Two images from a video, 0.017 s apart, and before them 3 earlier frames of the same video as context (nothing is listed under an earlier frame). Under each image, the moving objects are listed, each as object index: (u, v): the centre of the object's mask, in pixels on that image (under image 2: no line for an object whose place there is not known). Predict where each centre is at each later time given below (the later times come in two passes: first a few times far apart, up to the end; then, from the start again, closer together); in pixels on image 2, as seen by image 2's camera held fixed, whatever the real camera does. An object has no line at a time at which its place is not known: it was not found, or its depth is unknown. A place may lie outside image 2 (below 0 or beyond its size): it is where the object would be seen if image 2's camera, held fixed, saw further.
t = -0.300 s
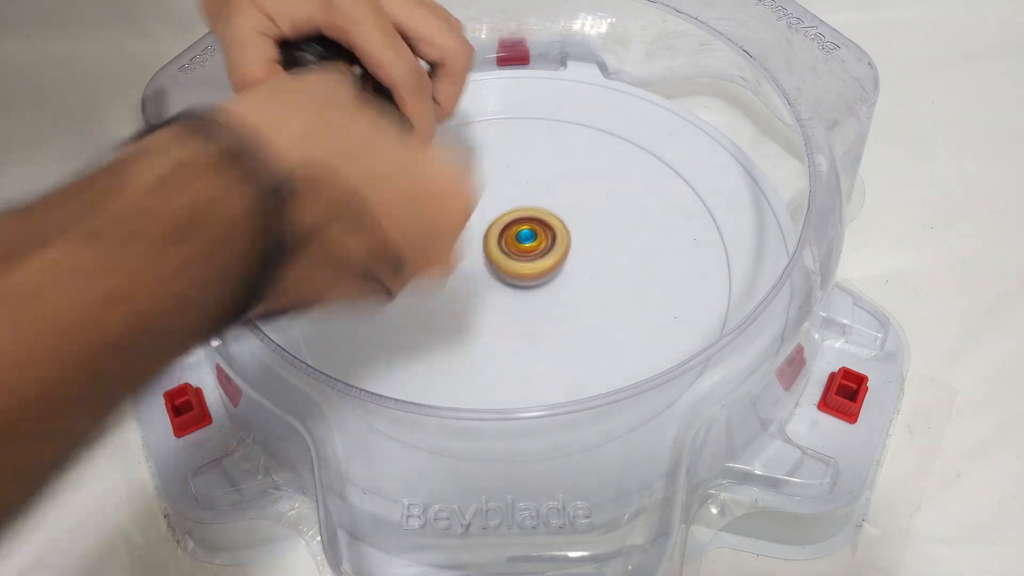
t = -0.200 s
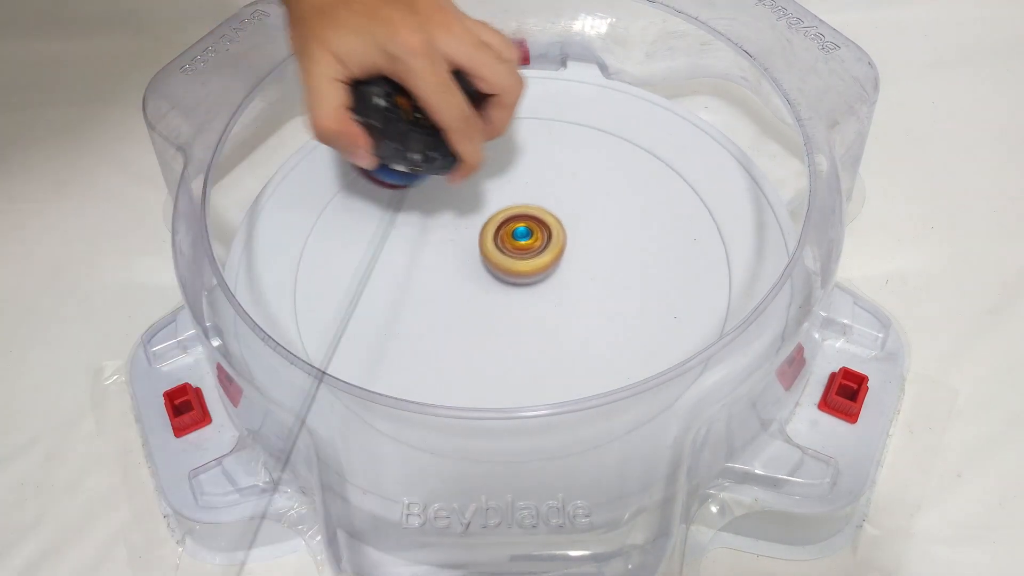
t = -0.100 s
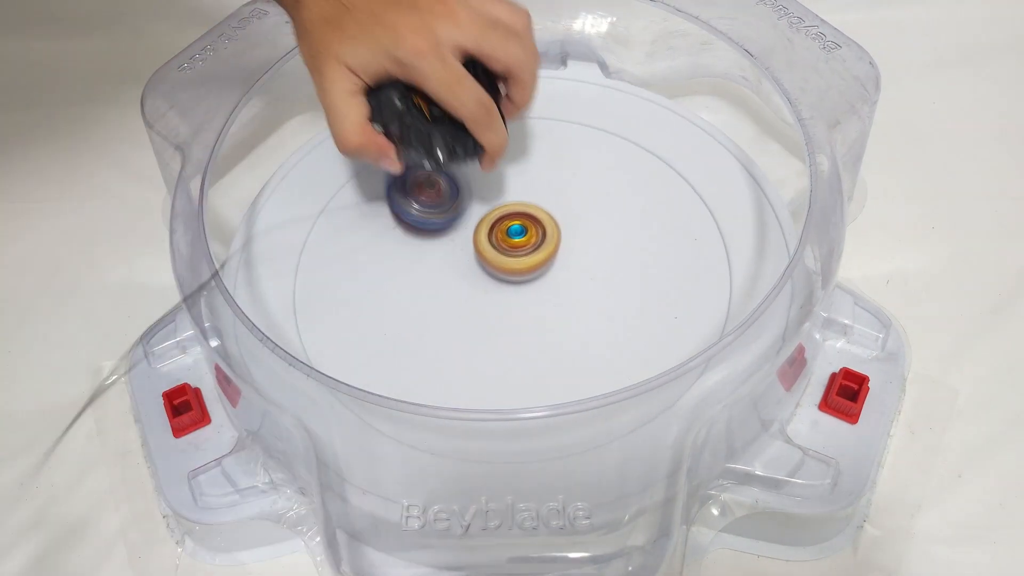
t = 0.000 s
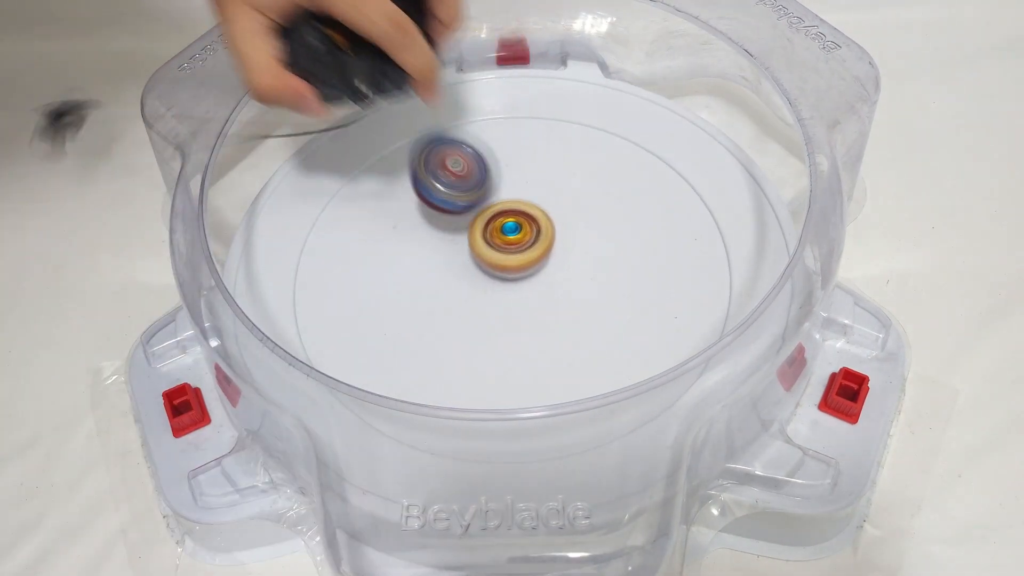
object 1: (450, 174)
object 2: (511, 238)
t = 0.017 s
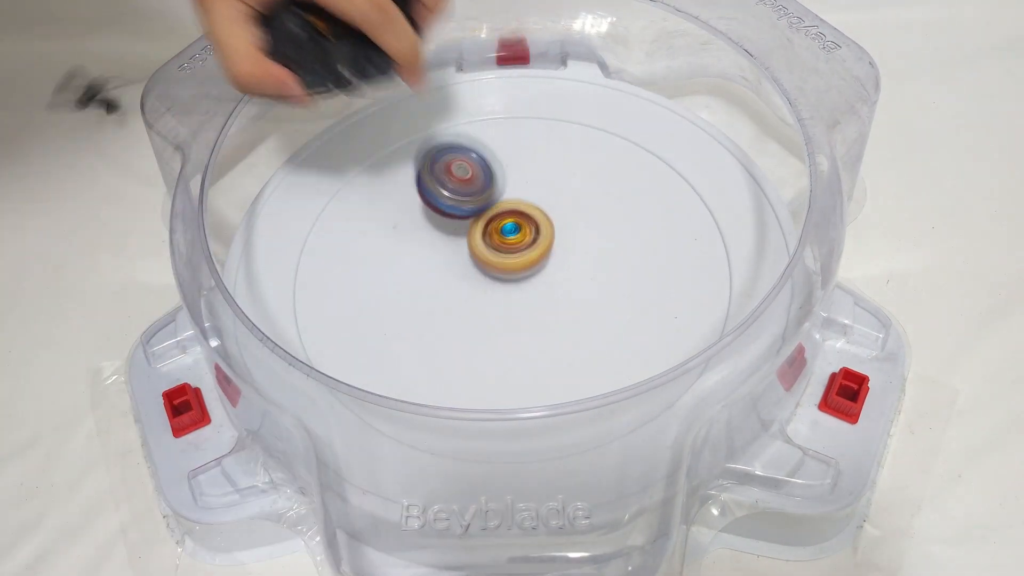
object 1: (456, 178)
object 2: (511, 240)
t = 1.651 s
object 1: (346, 281)
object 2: (474, 323)
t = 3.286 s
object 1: (570, 284)
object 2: (602, 138)
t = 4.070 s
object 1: (508, 209)
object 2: (417, 211)
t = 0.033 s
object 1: (451, 168)
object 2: (515, 245)
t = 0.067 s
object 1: (436, 138)
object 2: (526, 264)
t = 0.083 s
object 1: (430, 129)
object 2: (531, 273)
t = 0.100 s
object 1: (424, 124)
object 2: (536, 281)
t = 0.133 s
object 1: (416, 123)
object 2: (542, 295)
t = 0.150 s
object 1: (413, 128)
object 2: (545, 299)
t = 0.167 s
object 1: (416, 127)
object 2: (546, 304)
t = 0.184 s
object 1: (421, 128)
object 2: (546, 307)
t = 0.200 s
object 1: (427, 132)
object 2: (545, 310)
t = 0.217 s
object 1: (433, 141)
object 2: (544, 311)
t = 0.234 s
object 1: (440, 152)
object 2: (541, 311)
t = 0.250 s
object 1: (448, 167)
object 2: (537, 311)
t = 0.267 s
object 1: (455, 181)
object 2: (533, 310)
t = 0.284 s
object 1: (463, 186)
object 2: (527, 309)
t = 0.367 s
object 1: (507, 229)
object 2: (497, 306)
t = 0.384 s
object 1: (519, 236)
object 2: (491, 306)
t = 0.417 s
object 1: (541, 237)
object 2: (473, 314)
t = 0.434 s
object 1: (552, 240)
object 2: (465, 315)
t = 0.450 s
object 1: (562, 239)
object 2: (456, 315)
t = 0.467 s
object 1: (573, 238)
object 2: (448, 315)
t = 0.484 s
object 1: (582, 237)
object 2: (440, 314)
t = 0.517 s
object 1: (598, 233)
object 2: (427, 309)
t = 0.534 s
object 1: (605, 232)
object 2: (421, 306)
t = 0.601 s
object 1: (619, 225)
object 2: (401, 286)
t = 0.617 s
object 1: (620, 224)
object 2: (397, 280)
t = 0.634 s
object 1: (619, 223)
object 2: (395, 275)
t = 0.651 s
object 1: (617, 222)
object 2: (395, 271)
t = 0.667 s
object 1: (614, 221)
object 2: (395, 267)
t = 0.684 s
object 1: (609, 220)
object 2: (396, 263)
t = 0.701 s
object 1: (603, 219)
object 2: (398, 259)
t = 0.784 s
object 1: (557, 214)
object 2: (417, 246)
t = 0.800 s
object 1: (546, 214)
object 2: (422, 245)
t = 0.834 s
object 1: (521, 207)
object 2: (434, 242)
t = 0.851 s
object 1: (511, 204)
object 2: (438, 242)
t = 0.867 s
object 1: (511, 192)
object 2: (427, 246)
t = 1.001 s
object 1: (501, 111)
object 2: (376, 266)
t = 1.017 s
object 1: (498, 104)
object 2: (375, 266)
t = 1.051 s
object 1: (486, 93)
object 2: (377, 264)
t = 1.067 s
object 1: (480, 92)
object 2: (378, 262)
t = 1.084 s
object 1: (475, 94)
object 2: (380, 260)
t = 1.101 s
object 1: (468, 97)
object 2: (382, 258)
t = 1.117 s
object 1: (461, 93)
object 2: (385, 256)
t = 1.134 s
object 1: (453, 95)
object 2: (387, 254)
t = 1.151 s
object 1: (447, 100)
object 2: (390, 252)
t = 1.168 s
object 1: (440, 99)
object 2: (393, 250)
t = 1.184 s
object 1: (431, 99)
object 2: (396, 249)
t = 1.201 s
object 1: (424, 103)
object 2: (399, 248)
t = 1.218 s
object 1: (415, 106)
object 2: (402, 247)
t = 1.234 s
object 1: (405, 105)
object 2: (405, 246)
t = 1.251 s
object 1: (396, 106)
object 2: (410, 247)
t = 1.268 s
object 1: (388, 111)
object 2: (414, 247)
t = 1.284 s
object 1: (379, 111)
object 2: (418, 248)
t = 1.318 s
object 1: (360, 114)
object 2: (427, 249)
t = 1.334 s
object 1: (349, 113)
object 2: (432, 251)
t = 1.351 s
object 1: (339, 115)
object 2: (436, 255)
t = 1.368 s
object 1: (330, 117)
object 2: (441, 257)
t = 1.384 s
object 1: (323, 123)
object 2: (445, 261)
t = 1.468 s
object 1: (295, 162)
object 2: (462, 281)
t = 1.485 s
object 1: (290, 170)
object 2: (465, 286)
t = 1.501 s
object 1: (286, 180)
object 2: (467, 291)
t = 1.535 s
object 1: (282, 199)
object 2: (470, 300)
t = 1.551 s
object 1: (286, 208)
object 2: (472, 304)
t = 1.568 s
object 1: (290, 220)
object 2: (473, 309)
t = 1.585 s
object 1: (297, 230)
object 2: (474, 312)
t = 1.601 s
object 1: (305, 241)
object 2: (474, 315)
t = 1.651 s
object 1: (346, 281)
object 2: (474, 323)
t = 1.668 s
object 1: (366, 294)
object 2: (473, 324)
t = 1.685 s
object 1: (381, 301)
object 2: (479, 327)
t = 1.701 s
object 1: (382, 301)
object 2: (498, 334)
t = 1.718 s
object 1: (385, 299)
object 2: (517, 341)
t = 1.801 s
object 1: (422, 274)
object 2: (587, 359)
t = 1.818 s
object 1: (429, 267)
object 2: (595, 359)
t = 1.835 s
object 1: (435, 258)
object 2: (603, 360)
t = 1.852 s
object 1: (440, 248)
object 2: (610, 359)
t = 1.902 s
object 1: (446, 222)
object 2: (618, 361)
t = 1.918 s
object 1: (447, 213)
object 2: (620, 362)
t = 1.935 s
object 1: (446, 204)
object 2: (620, 363)
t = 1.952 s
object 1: (445, 195)
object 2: (620, 363)
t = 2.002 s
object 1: (434, 175)
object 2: (616, 365)
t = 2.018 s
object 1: (430, 171)
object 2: (614, 366)
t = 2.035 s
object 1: (424, 166)
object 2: (612, 366)
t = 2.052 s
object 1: (418, 163)
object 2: (611, 366)
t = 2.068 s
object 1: (411, 160)
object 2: (608, 366)
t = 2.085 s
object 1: (404, 158)
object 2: (604, 366)
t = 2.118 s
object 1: (388, 158)
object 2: (599, 366)
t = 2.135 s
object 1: (382, 160)
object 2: (595, 365)
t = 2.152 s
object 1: (376, 162)
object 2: (592, 364)
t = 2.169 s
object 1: (371, 166)
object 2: (589, 362)
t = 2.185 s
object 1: (368, 170)
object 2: (585, 360)
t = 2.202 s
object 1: (367, 177)
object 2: (582, 357)
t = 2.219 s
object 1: (367, 184)
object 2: (579, 353)
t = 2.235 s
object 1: (369, 193)
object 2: (577, 351)
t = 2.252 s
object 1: (372, 202)
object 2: (574, 346)
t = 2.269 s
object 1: (376, 212)
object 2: (571, 341)
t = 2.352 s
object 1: (429, 259)
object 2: (565, 314)
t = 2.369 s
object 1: (443, 264)
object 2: (564, 308)
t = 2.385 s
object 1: (459, 268)
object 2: (564, 301)
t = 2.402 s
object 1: (474, 268)
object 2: (565, 295)
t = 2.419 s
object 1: (481, 265)
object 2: (574, 291)
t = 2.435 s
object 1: (478, 257)
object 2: (589, 288)
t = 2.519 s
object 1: (460, 215)
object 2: (641, 270)
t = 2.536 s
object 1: (455, 207)
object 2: (646, 266)
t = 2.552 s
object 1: (451, 199)
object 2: (650, 262)
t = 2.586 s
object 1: (439, 185)
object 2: (655, 254)
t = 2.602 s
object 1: (432, 179)
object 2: (657, 251)
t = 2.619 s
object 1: (424, 176)
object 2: (658, 248)
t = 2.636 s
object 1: (416, 173)
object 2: (659, 246)
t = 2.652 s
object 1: (408, 172)
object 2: (659, 243)
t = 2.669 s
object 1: (400, 172)
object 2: (659, 241)
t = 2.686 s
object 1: (391, 174)
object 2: (659, 239)
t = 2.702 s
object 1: (383, 176)
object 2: (658, 237)
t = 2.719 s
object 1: (376, 181)
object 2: (657, 235)
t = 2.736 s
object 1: (369, 187)
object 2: (655, 234)
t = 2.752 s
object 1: (366, 194)
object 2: (653, 232)
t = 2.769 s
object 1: (363, 202)
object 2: (651, 231)
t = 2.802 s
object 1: (365, 225)
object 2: (645, 229)
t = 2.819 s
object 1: (370, 237)
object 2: (642, 228)
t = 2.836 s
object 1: (376, 247)
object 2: (639, 227)
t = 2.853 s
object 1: (385, 258)
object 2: (635, 227)
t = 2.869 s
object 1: (396, 266)
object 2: (630, 226)
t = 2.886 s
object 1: (409, 274)
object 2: (626, 226)
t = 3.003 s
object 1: (513, 280)
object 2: (593, 220)
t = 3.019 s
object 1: (527, 276)
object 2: (590, 218)
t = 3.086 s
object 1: (525, 299)
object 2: (610, 168)
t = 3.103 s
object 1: (528, 306)
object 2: (612, 160)
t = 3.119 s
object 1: (531, 310)
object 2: (613, 151)
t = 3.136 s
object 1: (535, 313)
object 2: (615, 145)
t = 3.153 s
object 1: (540, 314)
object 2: (614, 139)
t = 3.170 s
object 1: (546, 314)
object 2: (615, 133)
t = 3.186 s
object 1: (552, 312)
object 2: (615, 130)
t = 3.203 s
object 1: (558, 310)
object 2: (615, 126)
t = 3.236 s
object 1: (566, 301)
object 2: (612, 127)
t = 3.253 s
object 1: (569, 296)
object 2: (609, 131)
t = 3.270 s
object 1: (571, 290)
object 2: (605, 134)
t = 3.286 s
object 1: (570, 284)
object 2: (602, 138)
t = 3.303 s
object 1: (569, 279)
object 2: (599, 143)
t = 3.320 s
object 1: (567, 273)
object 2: (596, 147)
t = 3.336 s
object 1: (563, 269)
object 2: (592, 154)
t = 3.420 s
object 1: (536, 251)
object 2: (570, 180)
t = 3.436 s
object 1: (530, 252)
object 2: (564, 185)
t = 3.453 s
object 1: (519, 255)
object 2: (561, 185)
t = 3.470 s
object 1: (507, 265)
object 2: (559, 182)
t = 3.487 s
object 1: (495, 271)
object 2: (555, 181)
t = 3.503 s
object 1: (483, 280)
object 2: (551, 181)
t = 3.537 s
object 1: (464, 297)
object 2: (542, 182)
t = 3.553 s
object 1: (457, 306)
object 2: (537, 182)
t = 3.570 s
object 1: (453, 316)
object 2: (532, 182)
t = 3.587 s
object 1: (449, 324)
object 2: (527, 183)
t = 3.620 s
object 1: (450, 343)
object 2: (516, 184)
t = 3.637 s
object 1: (453, 351)
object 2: (511, 183)
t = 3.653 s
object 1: (459, 360)
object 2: (506, 184)
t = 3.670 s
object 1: (466, 366)
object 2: (500, 184)
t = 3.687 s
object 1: (476, 370)
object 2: (495, 184)
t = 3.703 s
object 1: (487, 373)
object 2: (489, 182)
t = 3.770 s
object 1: (542, 372)
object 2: (470, 181)
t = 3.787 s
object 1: (558, 368)
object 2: (466, 181)
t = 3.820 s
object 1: (581, 354)
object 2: (456, 180)
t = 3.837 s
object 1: (590, 345)
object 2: (451, 180)
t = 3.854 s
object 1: (595, 333)
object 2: (447, 181)
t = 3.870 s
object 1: (599, 320)
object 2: (443, 183)
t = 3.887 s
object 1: (599, 308)
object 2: (439, 185)
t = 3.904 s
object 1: (597, 296)
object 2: (435, 186)
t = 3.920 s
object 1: (594, 284)
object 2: (432, 189)
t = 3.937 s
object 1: (588, 273)
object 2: (429, 191)
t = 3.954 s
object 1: (581, 261)
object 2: (427, 194)
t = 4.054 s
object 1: (515, 213)
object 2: (422, 209)
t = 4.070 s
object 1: (508, 209)
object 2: (417, 211)
